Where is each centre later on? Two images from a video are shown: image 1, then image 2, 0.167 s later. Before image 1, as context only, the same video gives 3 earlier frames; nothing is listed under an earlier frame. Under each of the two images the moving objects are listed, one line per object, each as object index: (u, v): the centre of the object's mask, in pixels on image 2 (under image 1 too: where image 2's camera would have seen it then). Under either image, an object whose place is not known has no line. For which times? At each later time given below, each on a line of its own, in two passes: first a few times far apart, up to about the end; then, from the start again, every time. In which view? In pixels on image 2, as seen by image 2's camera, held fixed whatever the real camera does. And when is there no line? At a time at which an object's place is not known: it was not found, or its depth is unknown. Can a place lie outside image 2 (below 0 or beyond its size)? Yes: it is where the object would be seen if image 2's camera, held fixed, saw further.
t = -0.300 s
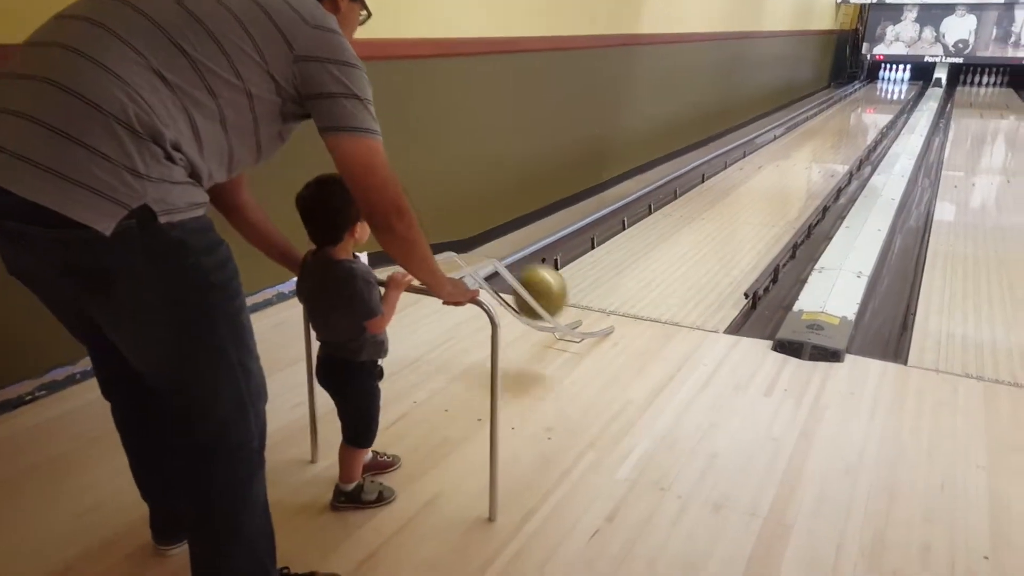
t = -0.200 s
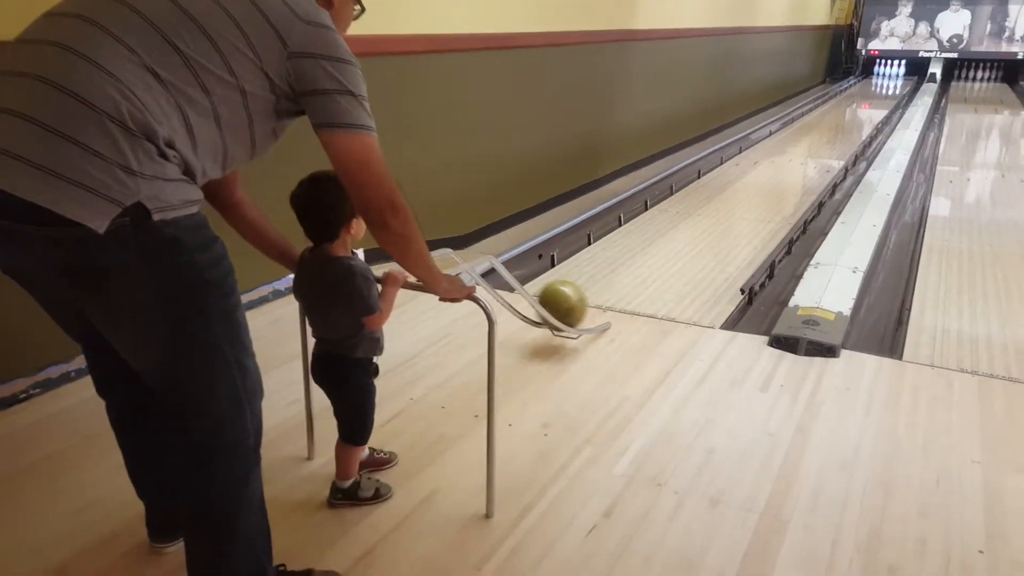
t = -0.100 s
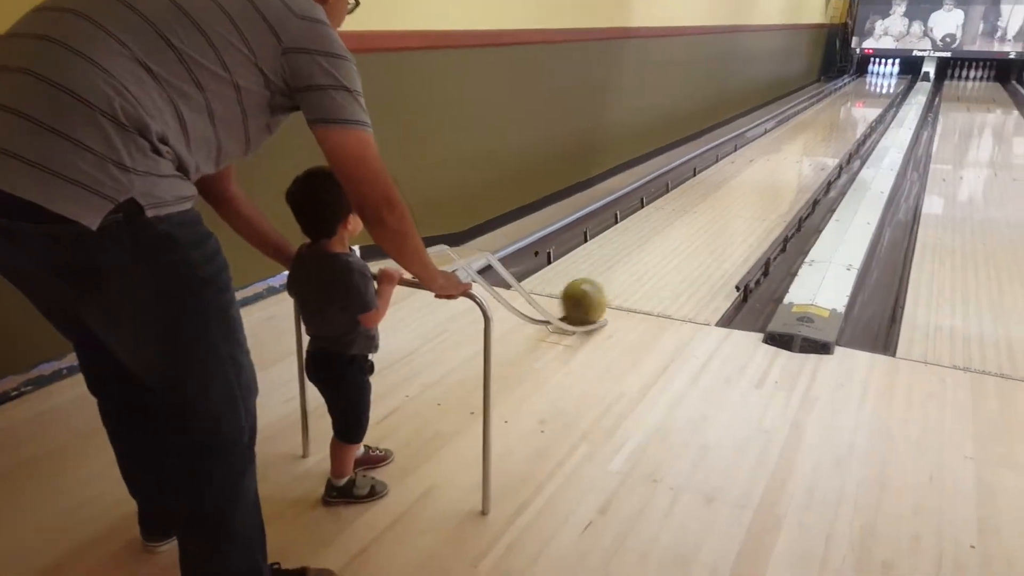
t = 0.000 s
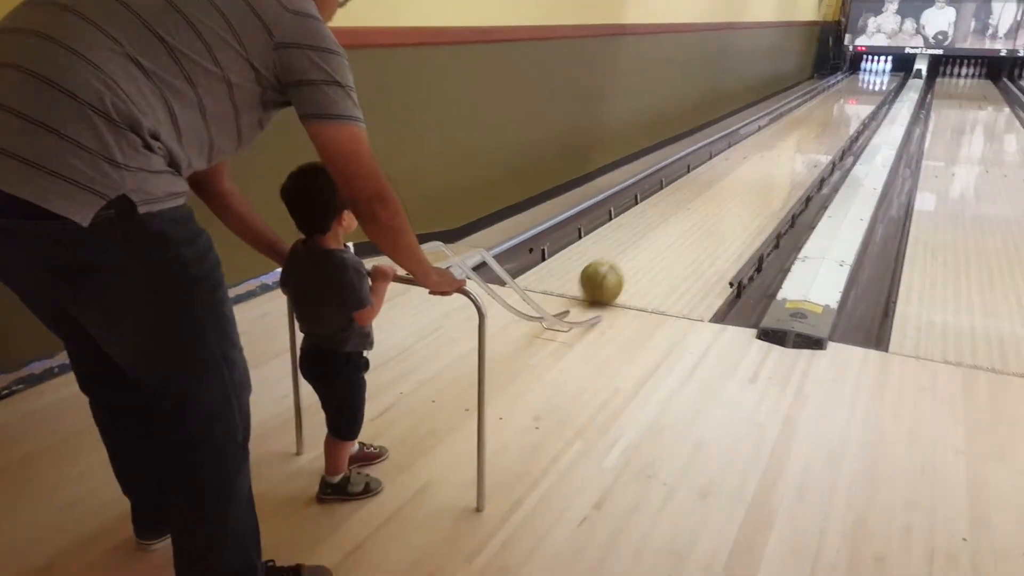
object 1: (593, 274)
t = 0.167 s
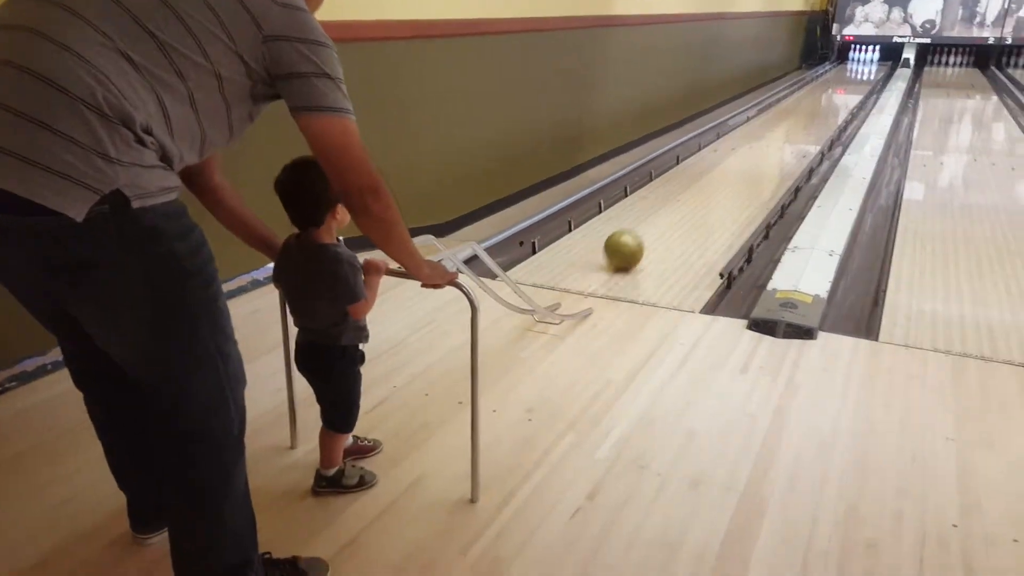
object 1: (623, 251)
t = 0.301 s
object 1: (645, 234)
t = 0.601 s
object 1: (685, 202)
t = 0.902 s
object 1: (712, 180)
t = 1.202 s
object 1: (733, 162)
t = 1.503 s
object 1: (748, 149)
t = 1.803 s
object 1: (761, 137)
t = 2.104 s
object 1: (772, 128)
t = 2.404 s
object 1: (782, 120)
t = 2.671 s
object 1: (789, 114)
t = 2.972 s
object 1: (798, 107)
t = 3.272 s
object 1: (805, 101)
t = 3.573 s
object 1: (810, 96)
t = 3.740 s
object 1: (812, 94)
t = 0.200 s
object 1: (629, 246)
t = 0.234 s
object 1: (635, 242)
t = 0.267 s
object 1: (640, 238)
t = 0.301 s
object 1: (645, 234)
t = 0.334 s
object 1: (650, 229)
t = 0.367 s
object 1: (655, 225)
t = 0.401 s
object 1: (660, 222)
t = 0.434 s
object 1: (665, 218)
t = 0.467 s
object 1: (669, 214)
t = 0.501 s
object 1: (673, 211)
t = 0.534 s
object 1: (677, 208)
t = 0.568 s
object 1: (681, 205)
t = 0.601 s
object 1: (685, 202)
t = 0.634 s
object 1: (688, 199)
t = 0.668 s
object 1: (691, 197)
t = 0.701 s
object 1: (695, 194)
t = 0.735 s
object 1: (698, 192)
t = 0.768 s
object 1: (701, 189)
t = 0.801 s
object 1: (704, 187)
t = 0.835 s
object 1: (706, 184)
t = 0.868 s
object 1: (709, 182)
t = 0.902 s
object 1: (712, 180)
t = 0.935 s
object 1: (714, 178)
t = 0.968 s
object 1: (717, 176)
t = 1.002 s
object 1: (719, 174)
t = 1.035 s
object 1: (722, 172)
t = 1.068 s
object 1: (724, 170)
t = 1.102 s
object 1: (726, 168)
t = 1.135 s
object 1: (728, 166)
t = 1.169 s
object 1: (731, 164)
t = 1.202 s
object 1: (733, 162)
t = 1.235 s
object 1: (735, 161)
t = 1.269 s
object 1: (737, 159)
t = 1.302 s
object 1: (739, 157)
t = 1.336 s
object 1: (740, 156)
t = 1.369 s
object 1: (742, 155)
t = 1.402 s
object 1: (744, 153)
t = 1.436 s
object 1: (745, 152)
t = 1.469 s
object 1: (747, 150)
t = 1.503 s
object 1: (748, 149)
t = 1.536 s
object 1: (750, 147)
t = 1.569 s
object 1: (751, 146)
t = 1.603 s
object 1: (753, 145)
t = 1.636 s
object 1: (754, 143)
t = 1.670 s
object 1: (756, 142)
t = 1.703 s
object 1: (757, 141)
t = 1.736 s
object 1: (759, 140)
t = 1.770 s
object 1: (760, 138)
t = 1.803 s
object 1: (761, 137)
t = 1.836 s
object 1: (763, 136)
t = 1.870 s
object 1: (764, 135)
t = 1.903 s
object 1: (765, 134)
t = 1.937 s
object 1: (767, 133)
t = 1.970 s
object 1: (768, 132)
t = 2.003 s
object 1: (769, 131)
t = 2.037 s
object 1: (770, 131)
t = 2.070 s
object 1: (771, 129)
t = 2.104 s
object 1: (772, 128)
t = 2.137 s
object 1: (774, 127)
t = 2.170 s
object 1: (775, 125)
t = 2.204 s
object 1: (776, 125)
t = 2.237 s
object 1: (778, 124)
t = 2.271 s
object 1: (778, 123)
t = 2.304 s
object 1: (779, 123)
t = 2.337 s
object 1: (781, 122)
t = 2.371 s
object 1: (781, 121)
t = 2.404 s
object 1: (782, 120)
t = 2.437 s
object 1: (783, 120)
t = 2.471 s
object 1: (784, 118)
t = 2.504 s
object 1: (784, 117)
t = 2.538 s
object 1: (785, 117)
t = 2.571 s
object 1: (787, 116)
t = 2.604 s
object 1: (787, 115)
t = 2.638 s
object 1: (788, 115)
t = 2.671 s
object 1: (789, 114)
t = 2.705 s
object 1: (790, 113)
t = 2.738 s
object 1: (791, 112)
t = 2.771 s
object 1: (792, 111)
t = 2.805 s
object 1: (793, 110)
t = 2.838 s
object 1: (794, 110)
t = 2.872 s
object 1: (795, 109)
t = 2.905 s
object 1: (796, 108)
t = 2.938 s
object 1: (797, 108)
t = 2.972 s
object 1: (798, 107)
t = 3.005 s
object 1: (799, 106)
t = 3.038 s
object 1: (800, 105)
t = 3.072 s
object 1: (800, 105)
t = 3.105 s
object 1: (801, 104)
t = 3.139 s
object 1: (802, 104)
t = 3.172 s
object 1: (802, 103)
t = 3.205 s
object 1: (803, 103)
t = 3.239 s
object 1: (804, 102)
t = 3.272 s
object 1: (805, 101)
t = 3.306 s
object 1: (805, 101)
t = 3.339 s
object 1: (806, 101)
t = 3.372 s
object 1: (807, 99)
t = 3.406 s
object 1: (807, 99)
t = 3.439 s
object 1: (808, 98)
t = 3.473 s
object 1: (808, 98)
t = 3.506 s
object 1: (810, 97)
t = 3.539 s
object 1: (810, 97)
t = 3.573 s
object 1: (810, 96)
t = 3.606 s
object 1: (810, 96)
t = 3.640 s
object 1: (811, 95)
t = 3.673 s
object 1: (812, 94)
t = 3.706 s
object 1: (812, 94)
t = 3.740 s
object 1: (812, 94)
